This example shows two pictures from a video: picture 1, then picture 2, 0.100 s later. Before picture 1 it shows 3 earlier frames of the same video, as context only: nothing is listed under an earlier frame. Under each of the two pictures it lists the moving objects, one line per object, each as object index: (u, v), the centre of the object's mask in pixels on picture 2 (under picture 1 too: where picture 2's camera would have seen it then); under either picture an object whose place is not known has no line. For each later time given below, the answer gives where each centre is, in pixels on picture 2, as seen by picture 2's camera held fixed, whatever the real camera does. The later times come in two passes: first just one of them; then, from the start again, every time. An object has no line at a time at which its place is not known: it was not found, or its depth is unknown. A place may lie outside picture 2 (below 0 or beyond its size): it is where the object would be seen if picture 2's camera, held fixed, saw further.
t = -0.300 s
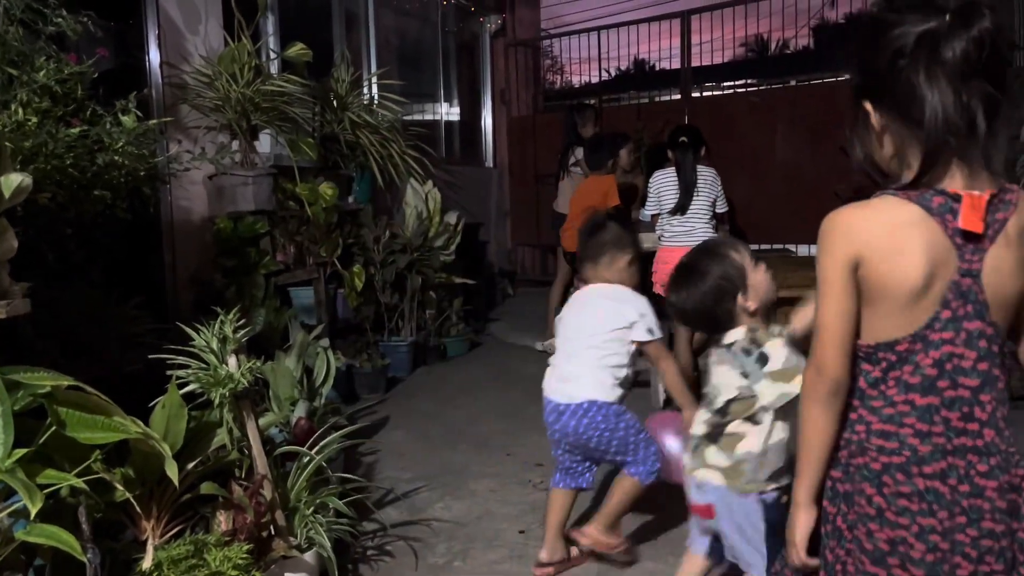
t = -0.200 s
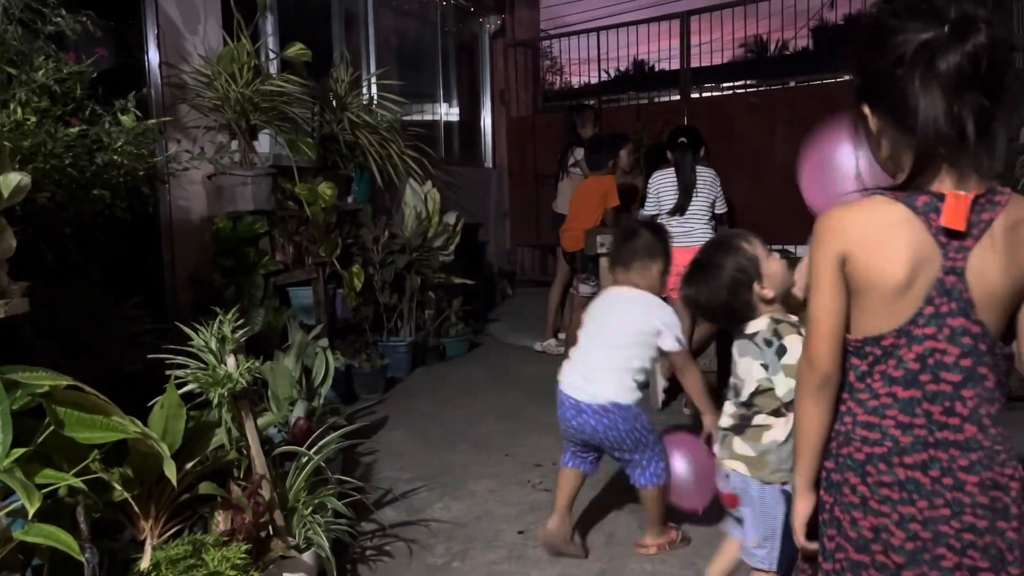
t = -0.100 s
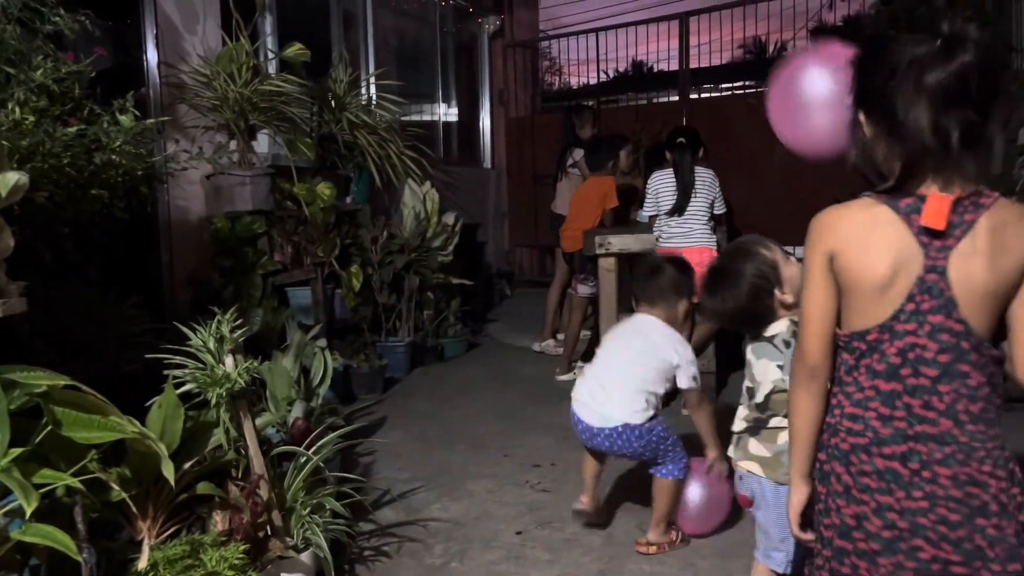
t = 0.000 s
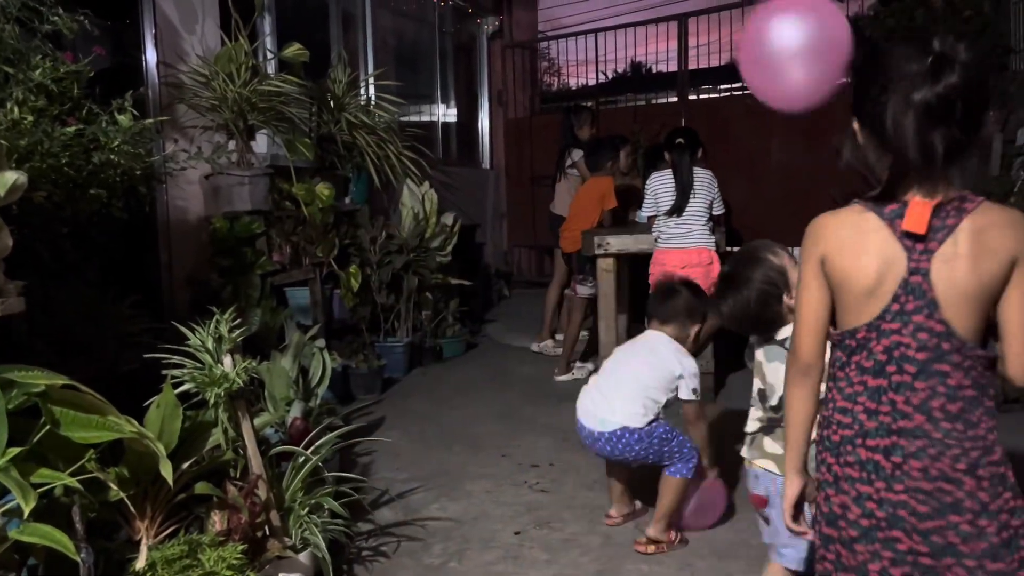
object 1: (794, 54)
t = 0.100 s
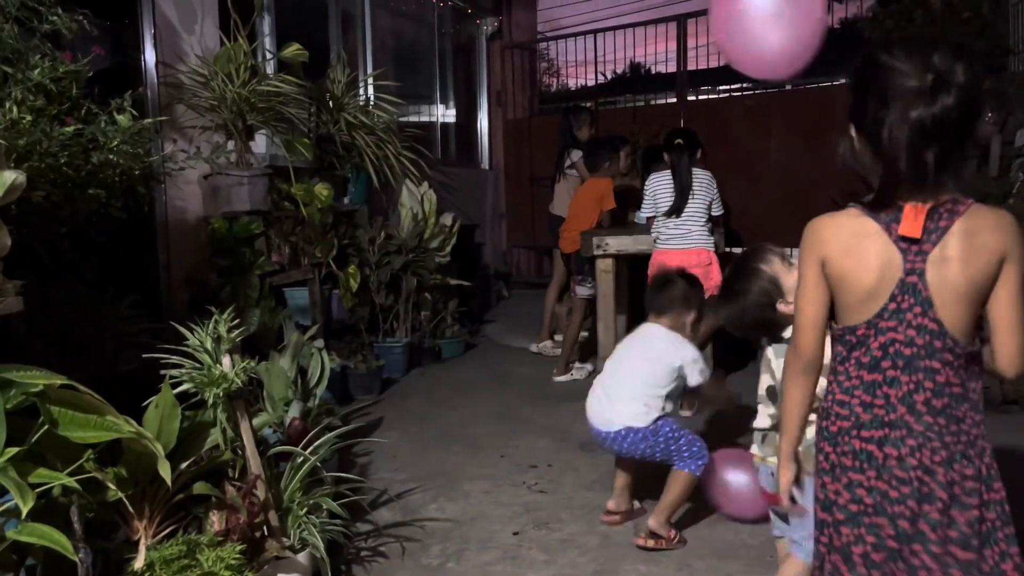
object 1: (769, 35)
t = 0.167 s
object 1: (753, 28)
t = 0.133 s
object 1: (761, 31)
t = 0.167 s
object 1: (753, 28)
